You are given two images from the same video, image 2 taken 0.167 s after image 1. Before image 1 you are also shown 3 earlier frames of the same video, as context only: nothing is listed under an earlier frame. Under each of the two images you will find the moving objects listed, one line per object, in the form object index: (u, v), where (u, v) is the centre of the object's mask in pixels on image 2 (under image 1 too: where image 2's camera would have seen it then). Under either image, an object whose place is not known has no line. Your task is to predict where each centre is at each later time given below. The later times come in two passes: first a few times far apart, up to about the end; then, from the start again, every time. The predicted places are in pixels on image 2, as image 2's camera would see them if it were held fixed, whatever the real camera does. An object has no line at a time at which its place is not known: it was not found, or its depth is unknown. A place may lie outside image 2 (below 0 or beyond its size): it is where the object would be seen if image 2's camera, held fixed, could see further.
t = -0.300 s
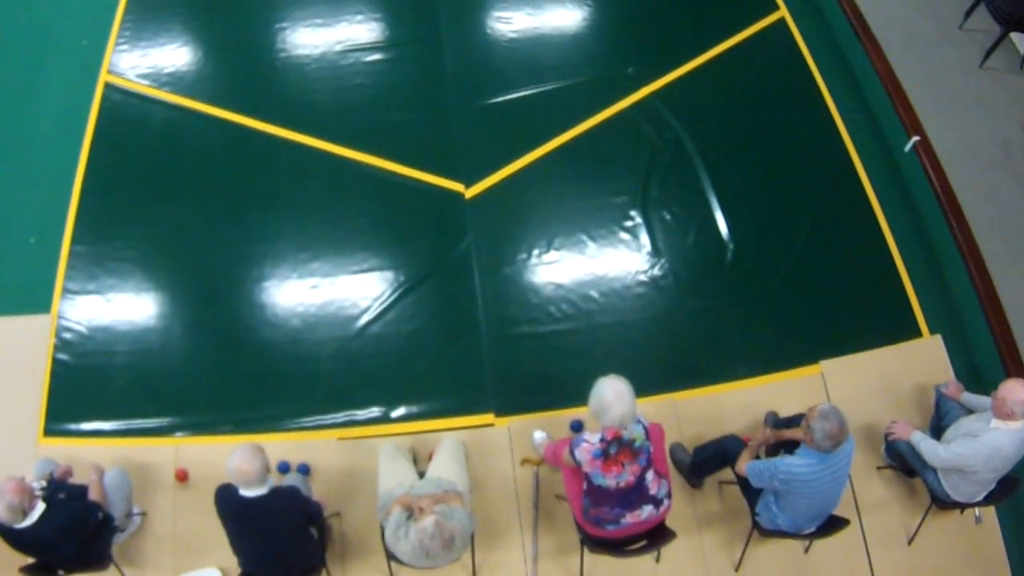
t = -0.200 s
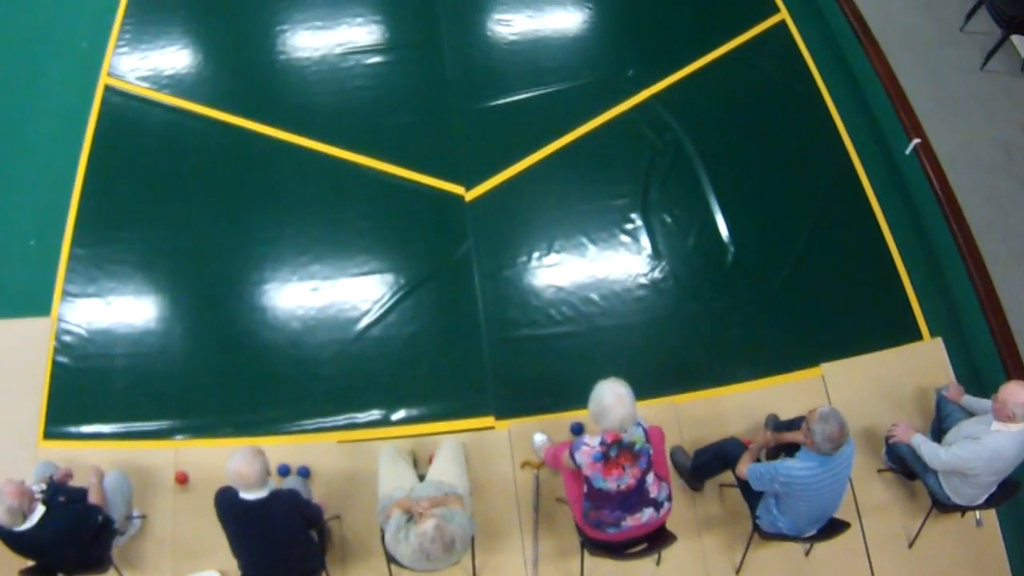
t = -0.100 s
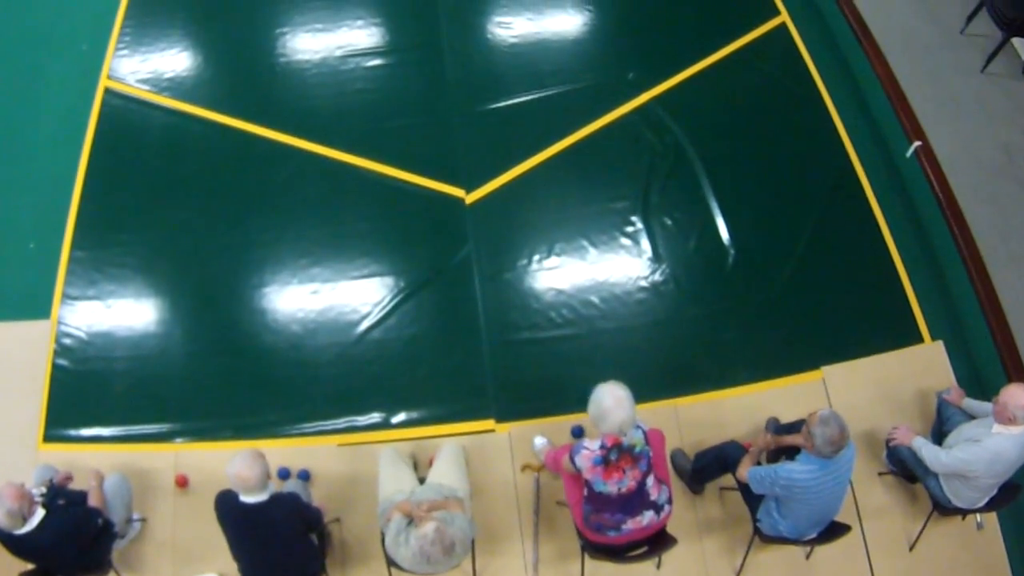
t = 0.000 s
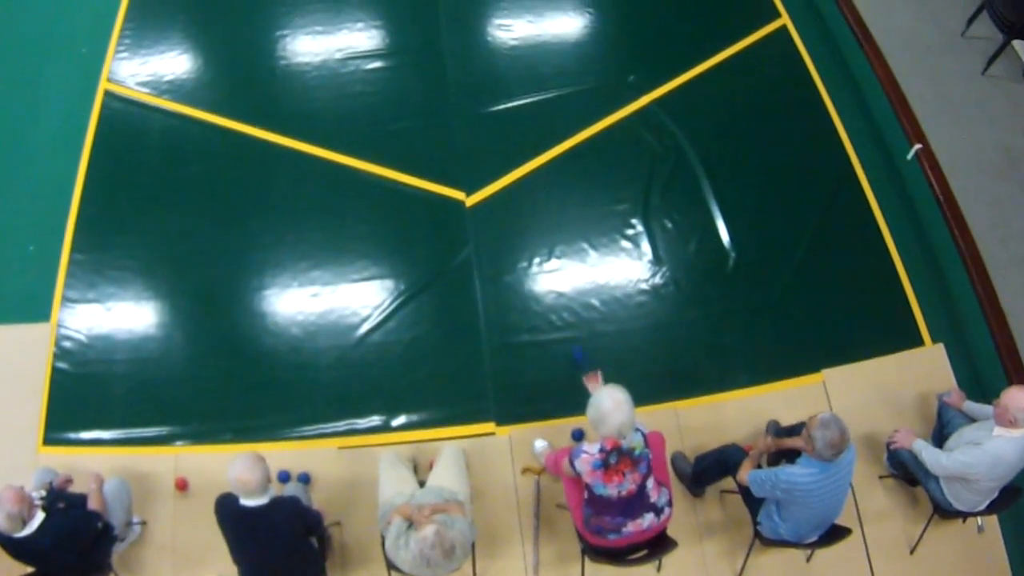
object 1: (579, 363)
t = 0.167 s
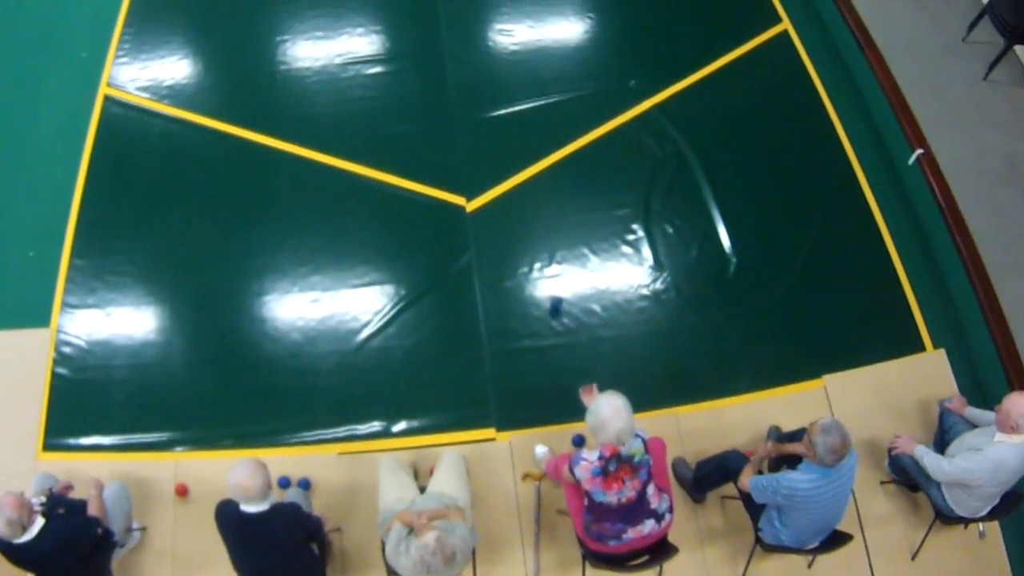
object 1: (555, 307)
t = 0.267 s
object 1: (544, 277)
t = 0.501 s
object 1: (523, 216)
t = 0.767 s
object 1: (502, 156)
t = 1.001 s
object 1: (489, 113)
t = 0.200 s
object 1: (551, 297)
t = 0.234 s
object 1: (547, 286)
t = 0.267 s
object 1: (544, 277)
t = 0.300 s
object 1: (540, 266)
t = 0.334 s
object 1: (537, 258)
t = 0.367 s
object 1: (534, 251)
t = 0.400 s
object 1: (530, 239)
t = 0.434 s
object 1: (528, 231)
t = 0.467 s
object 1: (525, 223)
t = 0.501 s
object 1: (523, 216)
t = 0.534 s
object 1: (520, 208)
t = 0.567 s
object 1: (517, 199)
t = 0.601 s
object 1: (516, 194)
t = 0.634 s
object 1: (513, 184)
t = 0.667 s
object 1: (509, 176)
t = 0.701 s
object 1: (507, 169)
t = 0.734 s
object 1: (505, 162)
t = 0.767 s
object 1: (502, 156)
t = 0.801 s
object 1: (501, 149)
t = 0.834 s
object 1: (499, 143)
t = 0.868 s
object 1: (496, 137)
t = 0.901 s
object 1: (494, 131)
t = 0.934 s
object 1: (493, 125)
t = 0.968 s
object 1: (489, 121)
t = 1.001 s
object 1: (489, 113)
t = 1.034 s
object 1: (487, 108)
